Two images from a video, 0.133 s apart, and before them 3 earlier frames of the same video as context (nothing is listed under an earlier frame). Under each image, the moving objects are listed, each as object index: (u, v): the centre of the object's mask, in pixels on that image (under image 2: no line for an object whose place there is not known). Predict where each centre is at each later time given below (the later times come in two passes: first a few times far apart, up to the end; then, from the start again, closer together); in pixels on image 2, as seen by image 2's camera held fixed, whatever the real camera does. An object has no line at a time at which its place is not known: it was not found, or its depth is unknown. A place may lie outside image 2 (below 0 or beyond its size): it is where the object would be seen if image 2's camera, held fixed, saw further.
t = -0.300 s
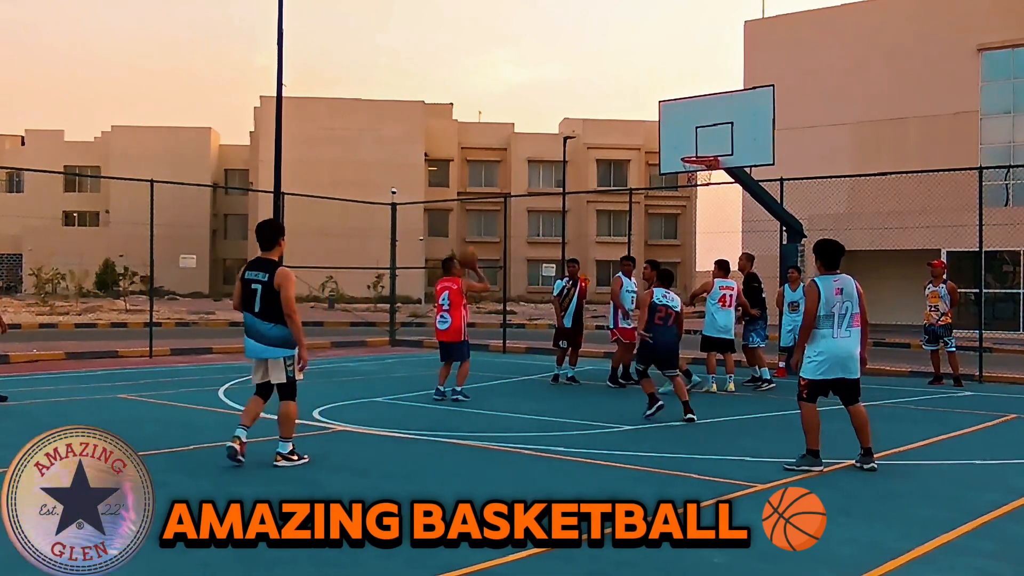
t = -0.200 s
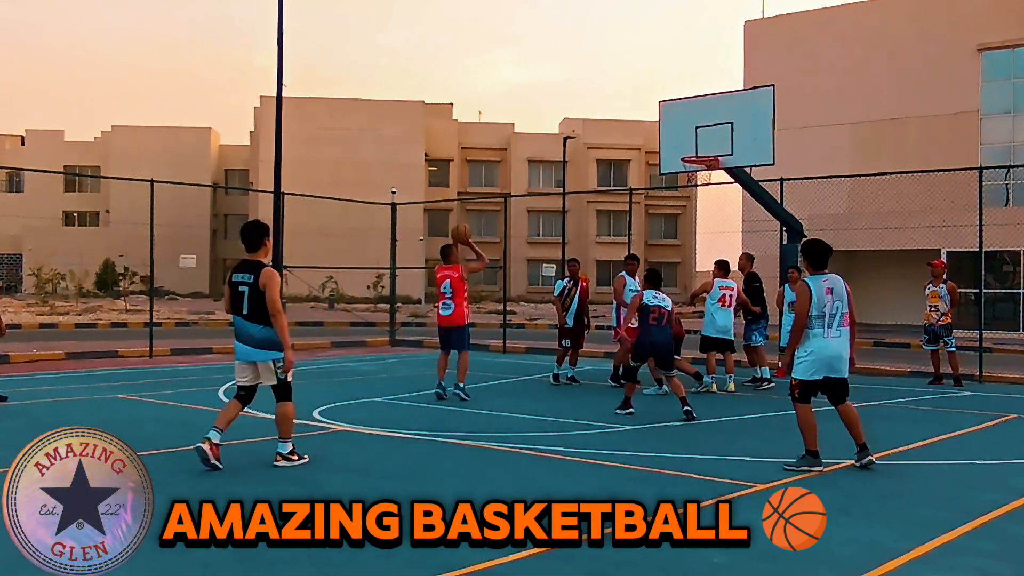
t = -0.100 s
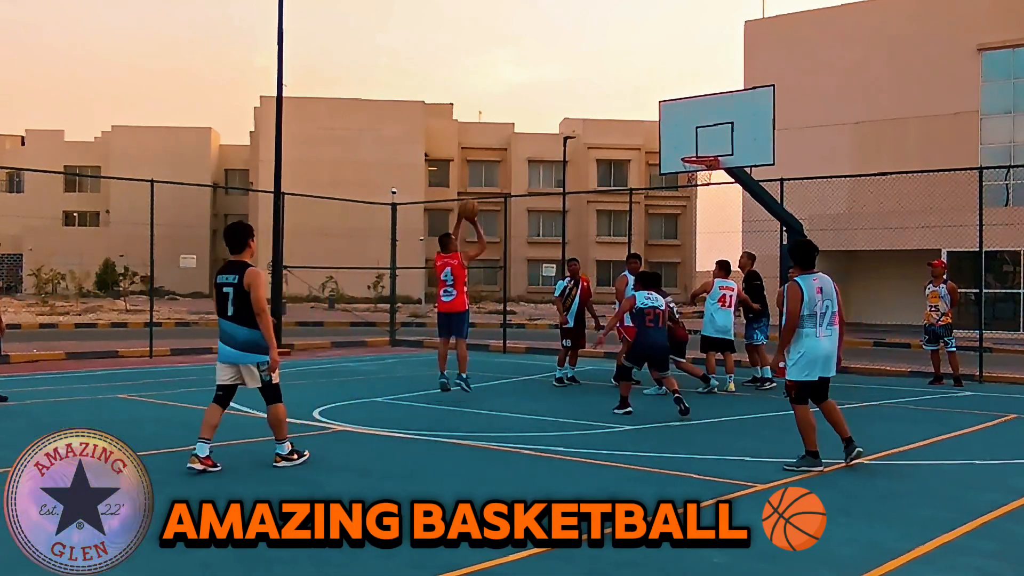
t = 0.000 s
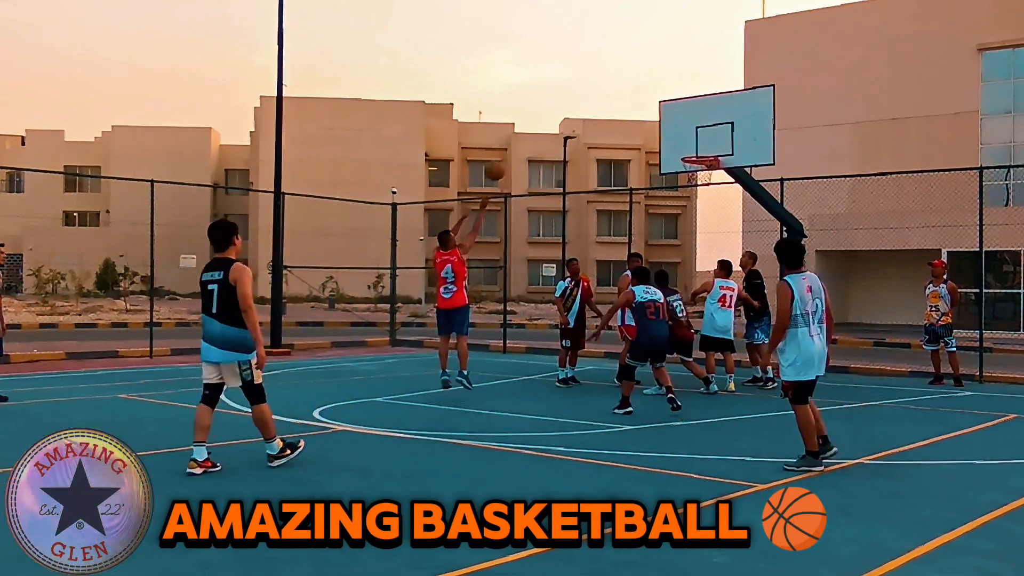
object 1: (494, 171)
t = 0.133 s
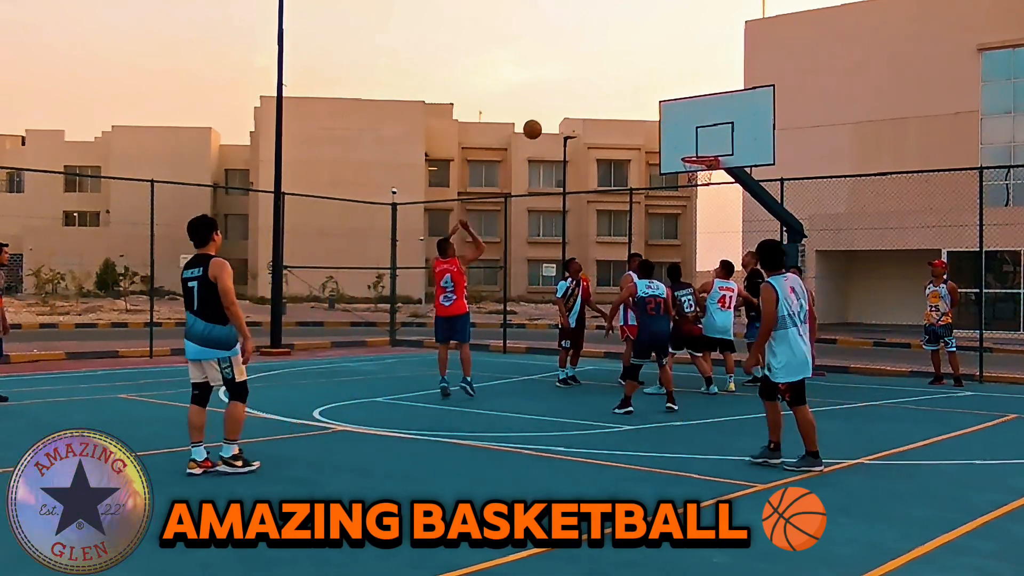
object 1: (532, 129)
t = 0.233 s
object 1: (559, 109)
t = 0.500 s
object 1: (627, 96)
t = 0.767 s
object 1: (687, 137)
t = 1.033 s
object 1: (717, 122)
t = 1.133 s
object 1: (726, 122)
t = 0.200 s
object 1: (550, 115)
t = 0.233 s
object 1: (559, 109)
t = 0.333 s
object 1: (585, 97)
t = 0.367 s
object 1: (594, 95)
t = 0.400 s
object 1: (602, 94)
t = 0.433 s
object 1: (611, 94)
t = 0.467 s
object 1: (619, 94)
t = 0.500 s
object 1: (627, 96)
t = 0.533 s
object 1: (635, 98)
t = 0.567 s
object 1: (643, 101)
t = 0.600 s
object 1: (650, 105)
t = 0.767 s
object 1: (687, 137)
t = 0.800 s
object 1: (695, 145)
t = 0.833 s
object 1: (699, 145)
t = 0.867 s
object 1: (703, 139)
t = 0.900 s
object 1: (706, 135)
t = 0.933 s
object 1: (709, 130)
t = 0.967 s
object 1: (711, 127)
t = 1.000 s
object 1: (715, 124)
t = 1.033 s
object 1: (717, 122)
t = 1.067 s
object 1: (720, 121)
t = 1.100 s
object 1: (723, 121)
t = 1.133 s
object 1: (726, 122)
